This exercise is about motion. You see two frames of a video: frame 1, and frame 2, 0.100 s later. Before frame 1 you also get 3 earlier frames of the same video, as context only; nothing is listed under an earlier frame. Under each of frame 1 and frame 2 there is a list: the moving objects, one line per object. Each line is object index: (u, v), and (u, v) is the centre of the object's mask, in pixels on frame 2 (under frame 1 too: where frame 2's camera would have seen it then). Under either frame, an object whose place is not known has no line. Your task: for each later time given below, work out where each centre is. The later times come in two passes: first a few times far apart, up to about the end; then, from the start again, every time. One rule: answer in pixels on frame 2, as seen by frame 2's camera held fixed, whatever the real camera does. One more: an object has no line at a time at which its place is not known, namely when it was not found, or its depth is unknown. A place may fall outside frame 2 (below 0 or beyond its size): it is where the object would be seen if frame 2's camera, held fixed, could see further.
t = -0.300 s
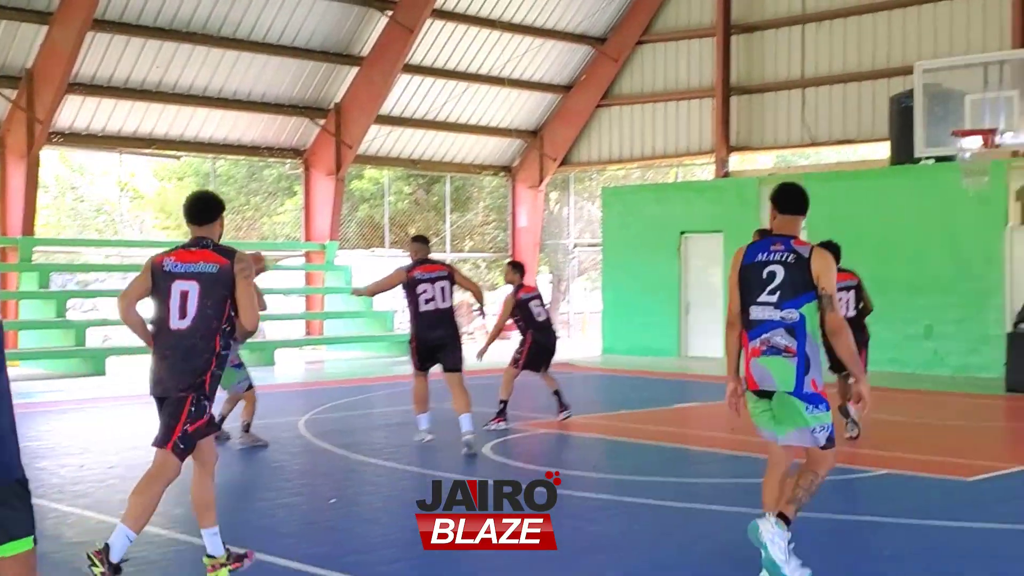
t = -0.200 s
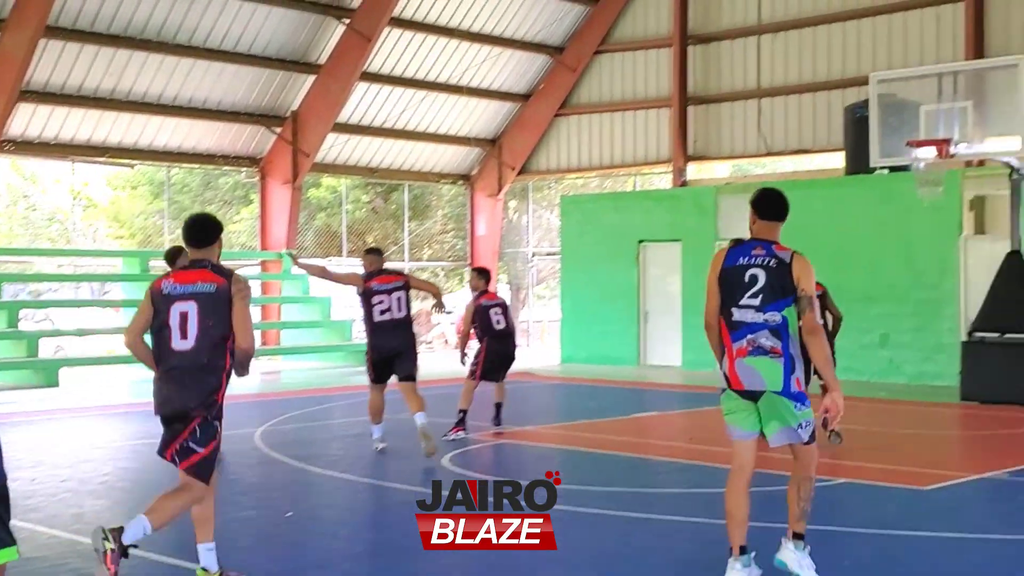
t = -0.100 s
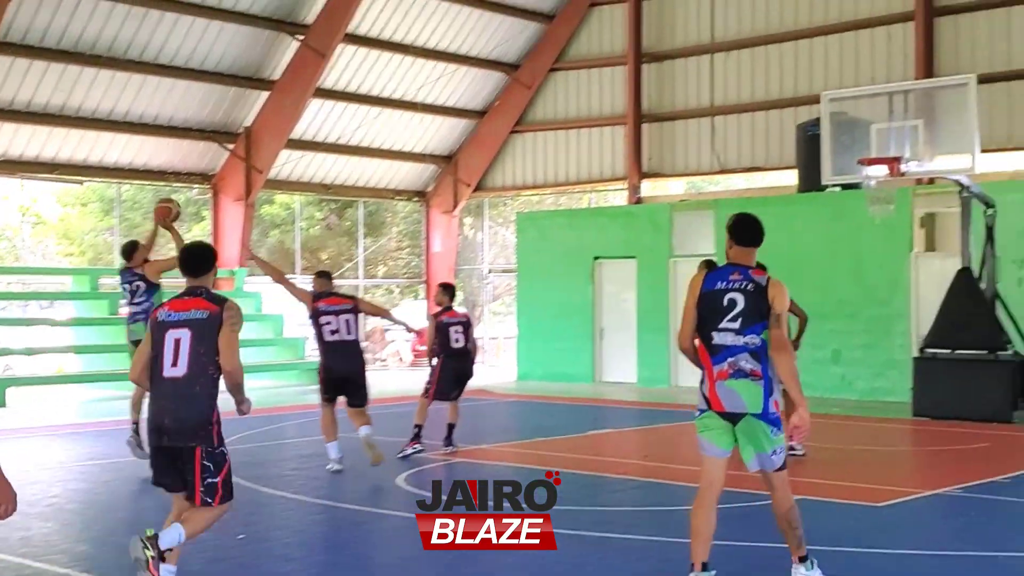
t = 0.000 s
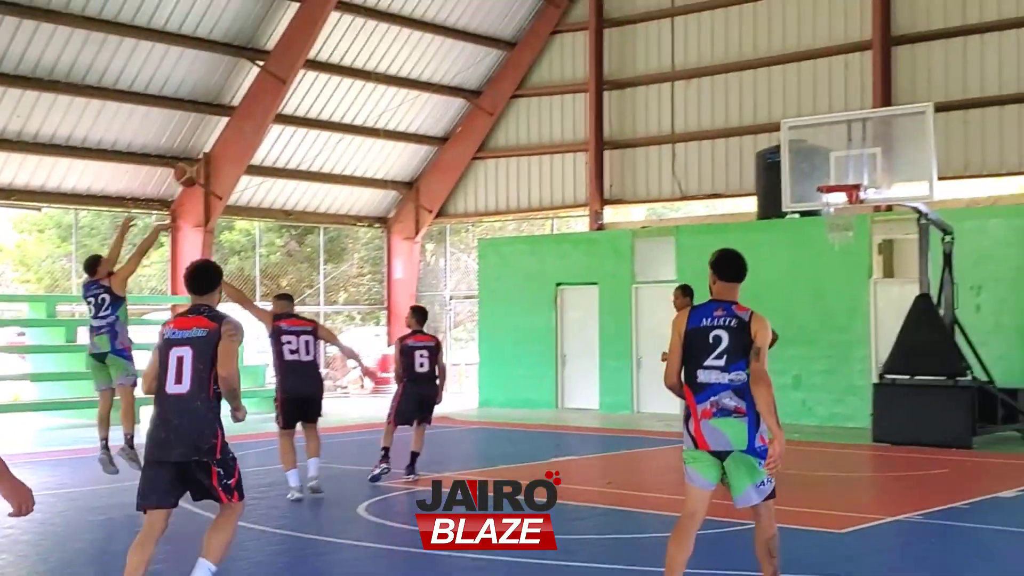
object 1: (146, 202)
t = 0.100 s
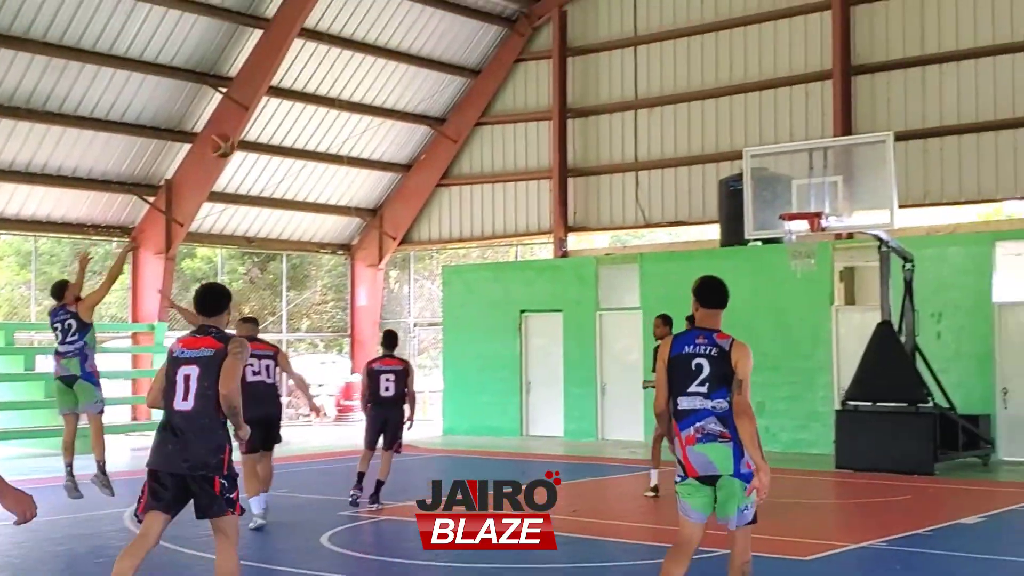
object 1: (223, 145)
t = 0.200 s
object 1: (289, 102)
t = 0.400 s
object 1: (415, 51)
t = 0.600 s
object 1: (535, 43)
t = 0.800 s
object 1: (641, 72)
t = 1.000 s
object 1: (738, 134)
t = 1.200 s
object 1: (801, 206)
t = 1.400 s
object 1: (797, 151)
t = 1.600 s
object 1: (806, 118)
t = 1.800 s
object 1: (816, 118)
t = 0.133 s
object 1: (245, 129)
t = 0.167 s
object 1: (267, 115)
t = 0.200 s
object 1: (289, 102)
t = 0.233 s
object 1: (311, 91)
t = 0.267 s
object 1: (333, 81)
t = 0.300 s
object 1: (354, 72)
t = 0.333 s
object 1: (375, 63)
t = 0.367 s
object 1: (394, 57)
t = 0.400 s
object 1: (415, 51)
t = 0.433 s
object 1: (435, 48)
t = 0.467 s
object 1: (454, 45)
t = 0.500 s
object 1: (473, 42)
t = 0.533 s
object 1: (498, 40)
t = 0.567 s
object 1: (517, 41)
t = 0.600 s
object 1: (535, 43)
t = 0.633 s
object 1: (554, 45)
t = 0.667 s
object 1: (571, 49)
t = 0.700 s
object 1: (589, 53)
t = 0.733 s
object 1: (607, 59)
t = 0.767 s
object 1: (624, 65)
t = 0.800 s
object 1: (641, 72)
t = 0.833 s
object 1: (657, 80)
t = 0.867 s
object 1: (673, 89)
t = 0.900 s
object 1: (689, 99)
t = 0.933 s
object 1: (706, 110)
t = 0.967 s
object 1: (722, 122)
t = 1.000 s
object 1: (738, 134)
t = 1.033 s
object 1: (752, 147)
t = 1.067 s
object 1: (768, 162)
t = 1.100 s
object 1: (783, 177)
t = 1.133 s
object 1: (798, 192)
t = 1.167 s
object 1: (812, 206)
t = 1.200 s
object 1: (801, 206)
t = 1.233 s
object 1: (789, 204)
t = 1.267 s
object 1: (790, 192)
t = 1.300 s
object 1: (792, 180)
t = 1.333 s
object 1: (793, 170)
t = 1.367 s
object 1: (795, 160)
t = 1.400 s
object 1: (797, 151)
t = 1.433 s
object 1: (799, 142)
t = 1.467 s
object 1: (800, 136)
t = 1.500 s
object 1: (802, 130)
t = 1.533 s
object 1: (803, 125)
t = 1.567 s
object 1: (805, 121)
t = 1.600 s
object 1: (806, 118)
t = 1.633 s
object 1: (809, 115)
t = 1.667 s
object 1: (810, 114)
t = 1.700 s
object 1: (811, 115)
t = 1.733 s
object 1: (813, 115)
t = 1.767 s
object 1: (815, 117)
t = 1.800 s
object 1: (816, 118)
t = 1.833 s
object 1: (818, 122)
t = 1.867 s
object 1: (819, 126)
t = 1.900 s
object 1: (821, 131)
